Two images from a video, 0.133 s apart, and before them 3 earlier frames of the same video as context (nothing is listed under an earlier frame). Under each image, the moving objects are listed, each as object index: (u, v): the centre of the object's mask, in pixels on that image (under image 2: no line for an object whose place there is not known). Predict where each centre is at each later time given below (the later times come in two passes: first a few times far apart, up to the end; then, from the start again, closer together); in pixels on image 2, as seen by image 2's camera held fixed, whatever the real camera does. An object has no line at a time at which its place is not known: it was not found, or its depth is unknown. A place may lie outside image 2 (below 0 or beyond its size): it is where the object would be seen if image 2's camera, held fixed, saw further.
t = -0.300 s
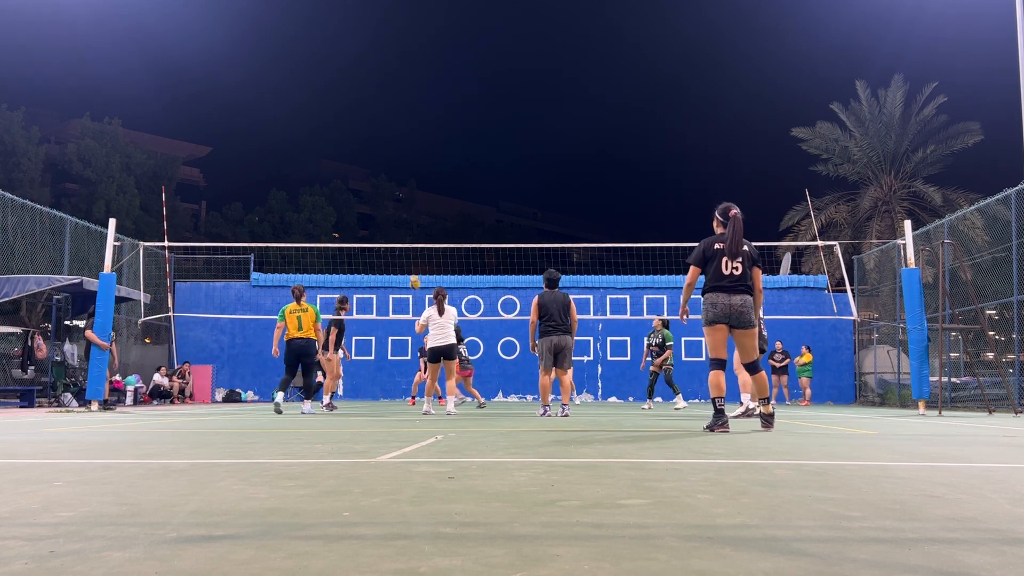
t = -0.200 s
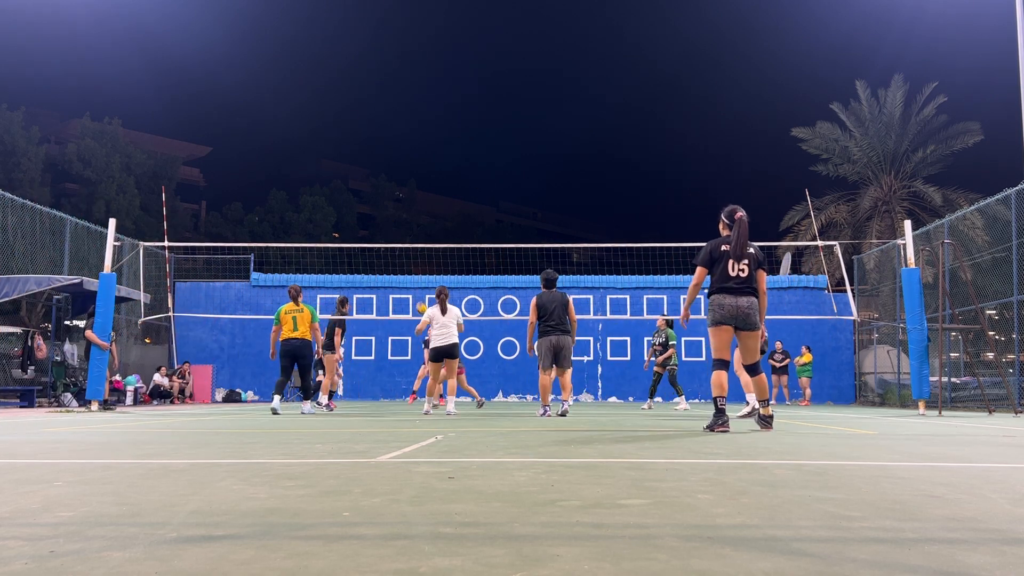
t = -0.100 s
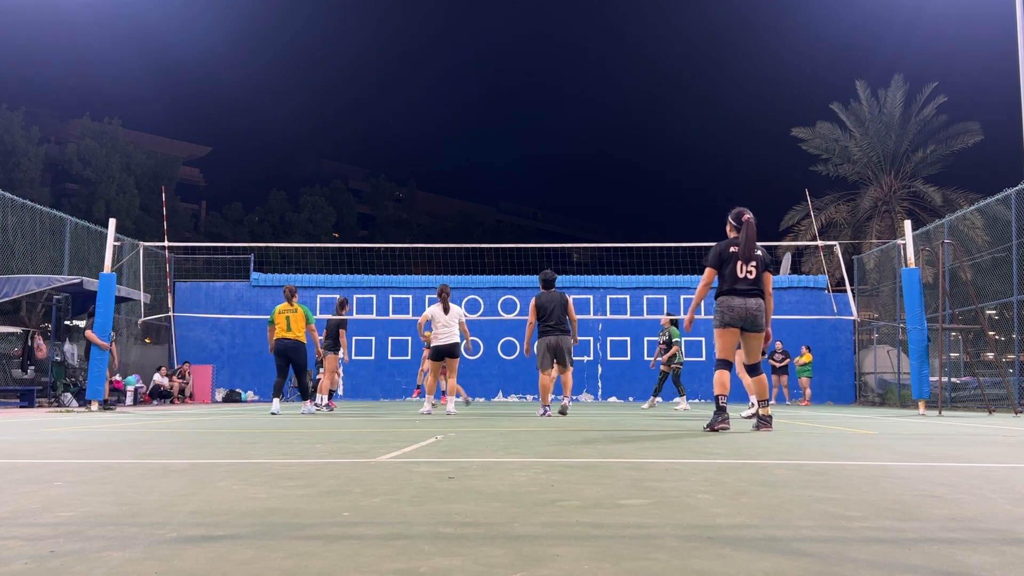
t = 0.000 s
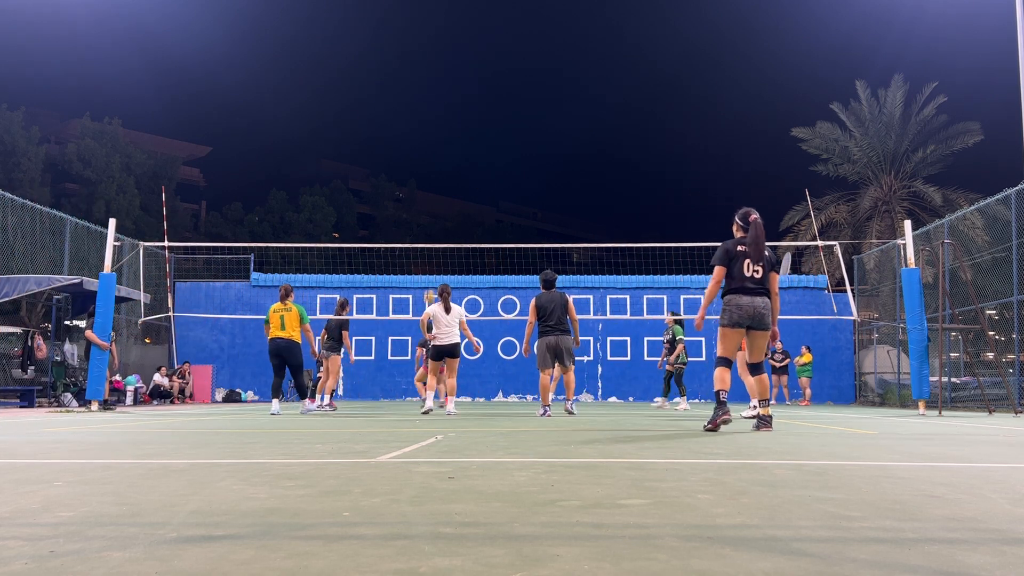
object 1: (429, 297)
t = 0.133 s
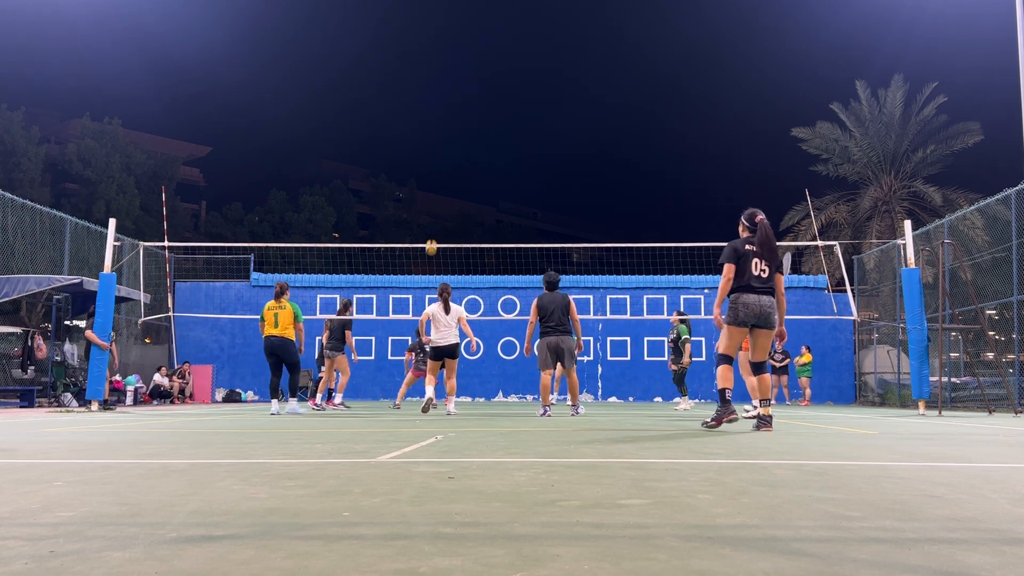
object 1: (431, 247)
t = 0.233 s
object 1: (433, 216)
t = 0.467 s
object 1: (436, 163)
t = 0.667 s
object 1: (440, 138)
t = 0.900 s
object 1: (444, 137)
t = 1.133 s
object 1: (448, 167)
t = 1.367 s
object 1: (452, 229)
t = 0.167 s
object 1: (432, 236)
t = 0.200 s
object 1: (432, 226)
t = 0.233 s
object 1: (433, 216)
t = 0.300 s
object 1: (434, 198)
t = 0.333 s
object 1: (434, 190)
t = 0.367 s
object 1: (435, 182)
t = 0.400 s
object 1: (435, 175)
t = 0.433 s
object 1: (436, 169)
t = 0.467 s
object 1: (436, 163)
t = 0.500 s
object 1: (437, 157)
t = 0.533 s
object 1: (438, 152)
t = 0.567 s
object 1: (438, 148)
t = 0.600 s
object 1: (439, 144)
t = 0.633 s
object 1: (439, 141)
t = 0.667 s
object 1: (440, 138)
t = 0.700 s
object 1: (441, 136)
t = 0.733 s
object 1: (441, 135)
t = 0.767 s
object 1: (442, 134)
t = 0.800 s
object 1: (443, 134)
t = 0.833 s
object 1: (443, 135)
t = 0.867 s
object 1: (444, 135)
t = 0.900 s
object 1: (444, 137)
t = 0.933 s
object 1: (445, 139)
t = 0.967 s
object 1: (445, 142)
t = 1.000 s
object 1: (446, 146)
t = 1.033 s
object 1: (446, 150)
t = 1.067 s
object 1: (447, 155)
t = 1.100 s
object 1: (447, 161)
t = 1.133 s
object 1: (448, 167)
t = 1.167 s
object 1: (449, 174)
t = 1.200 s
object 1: (449, 181)
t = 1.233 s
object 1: (450, 190)
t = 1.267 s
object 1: (450, 198)
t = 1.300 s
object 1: (451, 208)
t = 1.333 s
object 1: (451, 218)
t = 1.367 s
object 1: (452, 229)
